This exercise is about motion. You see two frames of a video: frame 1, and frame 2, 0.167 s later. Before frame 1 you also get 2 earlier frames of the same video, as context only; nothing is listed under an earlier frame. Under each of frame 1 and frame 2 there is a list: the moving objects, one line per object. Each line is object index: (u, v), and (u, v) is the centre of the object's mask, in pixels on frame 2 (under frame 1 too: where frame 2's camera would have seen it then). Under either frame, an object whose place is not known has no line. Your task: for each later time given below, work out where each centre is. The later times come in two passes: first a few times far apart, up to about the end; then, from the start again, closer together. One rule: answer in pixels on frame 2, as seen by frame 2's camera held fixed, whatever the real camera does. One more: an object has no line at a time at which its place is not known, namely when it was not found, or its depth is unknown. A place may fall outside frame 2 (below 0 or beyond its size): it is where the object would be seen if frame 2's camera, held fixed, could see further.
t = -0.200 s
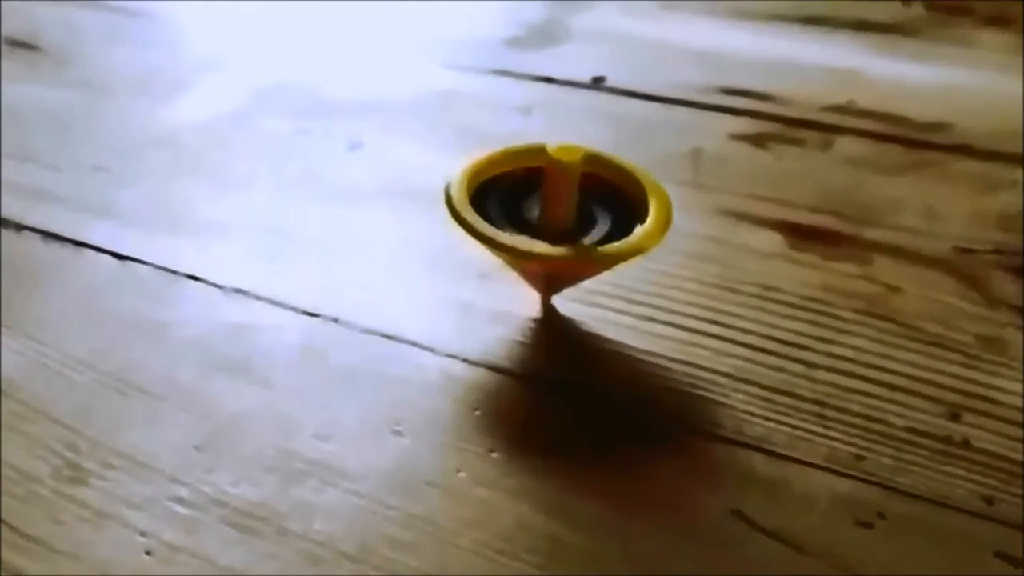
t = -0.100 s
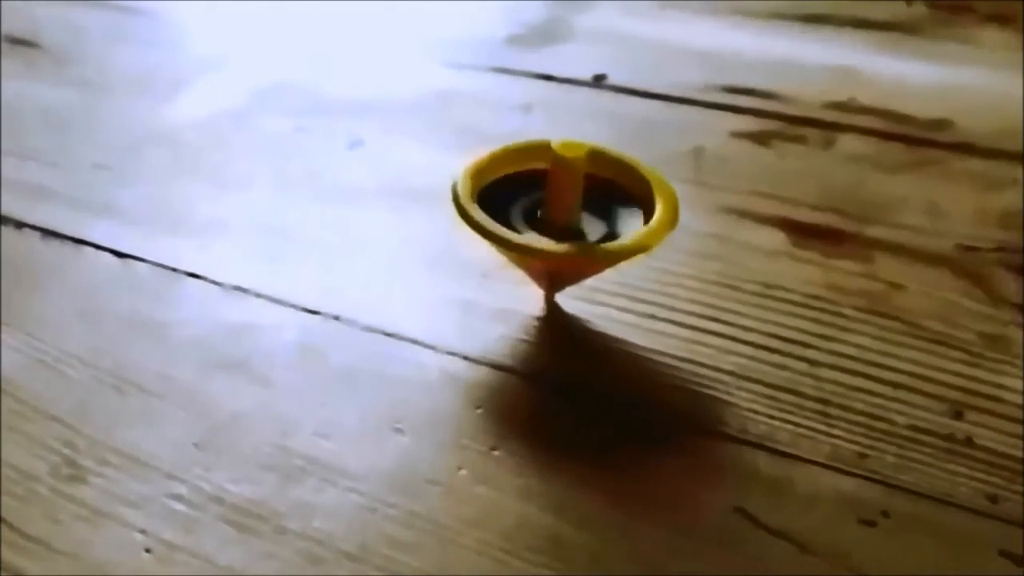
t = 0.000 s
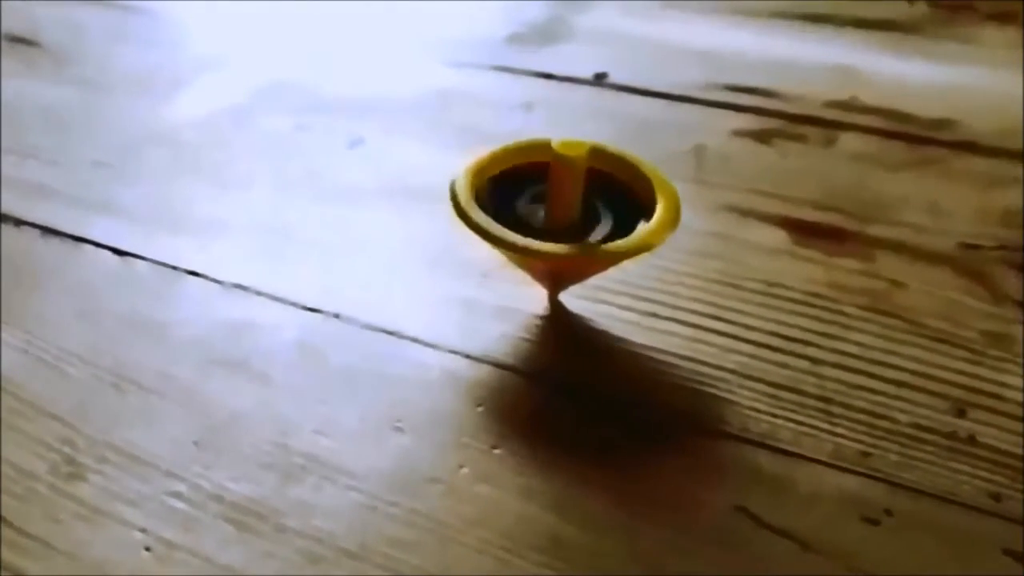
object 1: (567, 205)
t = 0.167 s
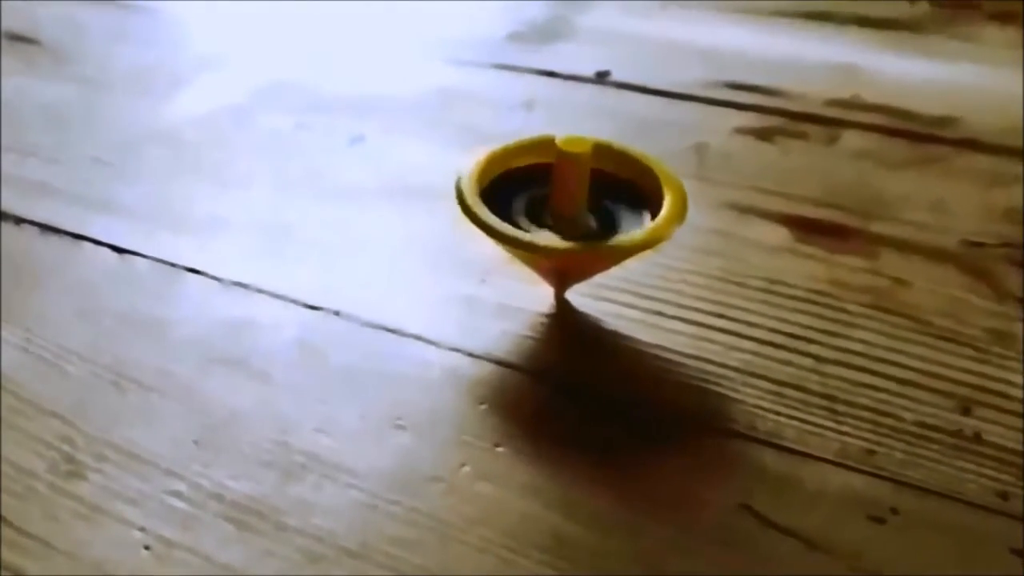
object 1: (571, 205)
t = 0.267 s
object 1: (570, 205)
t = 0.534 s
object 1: (573, 205)
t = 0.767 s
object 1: (577, 206)
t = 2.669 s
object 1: (597, 217)
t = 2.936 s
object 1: (598, 218)
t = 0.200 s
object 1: (571, 205)
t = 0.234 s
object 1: (571, 205)
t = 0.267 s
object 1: (570, 205)
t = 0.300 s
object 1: (571, 205)
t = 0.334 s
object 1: (572, 204)
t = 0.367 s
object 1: (574, 205)
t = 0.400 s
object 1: (574, 205)
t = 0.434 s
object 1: (574, 205)
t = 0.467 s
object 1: (573, 205)
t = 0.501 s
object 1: (573, 205)
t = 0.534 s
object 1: (573, 205)
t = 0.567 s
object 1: (575, 205)
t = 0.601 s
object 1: (577, 206)
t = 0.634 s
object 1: (576, 206)
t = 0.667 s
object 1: (575, 206)
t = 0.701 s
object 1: (574, 206)
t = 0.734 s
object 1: (575, 206)
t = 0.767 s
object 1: (577, 206)
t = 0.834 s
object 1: (578, 206)
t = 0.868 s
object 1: (578, 207)
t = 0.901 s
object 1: (578, 207)
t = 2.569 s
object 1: (595, 217)
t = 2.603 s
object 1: (595, 216)
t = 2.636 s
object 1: (596, 217)
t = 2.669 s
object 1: (597, 217)
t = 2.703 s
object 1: (598, 217)
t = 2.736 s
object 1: (597, 218)
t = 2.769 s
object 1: (596, 218)
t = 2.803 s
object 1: (595, 218)
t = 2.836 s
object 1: (595, 218)
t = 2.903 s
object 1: (596, 218)
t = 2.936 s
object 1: (598, 218)
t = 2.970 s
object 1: (599, 219)
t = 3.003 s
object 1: (598, 219)
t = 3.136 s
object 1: (597, 220)
